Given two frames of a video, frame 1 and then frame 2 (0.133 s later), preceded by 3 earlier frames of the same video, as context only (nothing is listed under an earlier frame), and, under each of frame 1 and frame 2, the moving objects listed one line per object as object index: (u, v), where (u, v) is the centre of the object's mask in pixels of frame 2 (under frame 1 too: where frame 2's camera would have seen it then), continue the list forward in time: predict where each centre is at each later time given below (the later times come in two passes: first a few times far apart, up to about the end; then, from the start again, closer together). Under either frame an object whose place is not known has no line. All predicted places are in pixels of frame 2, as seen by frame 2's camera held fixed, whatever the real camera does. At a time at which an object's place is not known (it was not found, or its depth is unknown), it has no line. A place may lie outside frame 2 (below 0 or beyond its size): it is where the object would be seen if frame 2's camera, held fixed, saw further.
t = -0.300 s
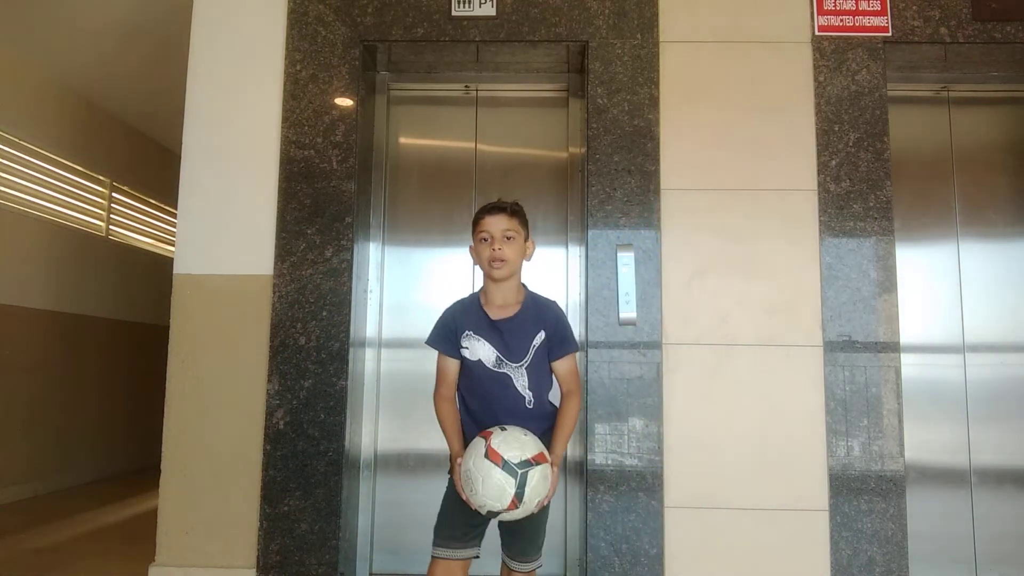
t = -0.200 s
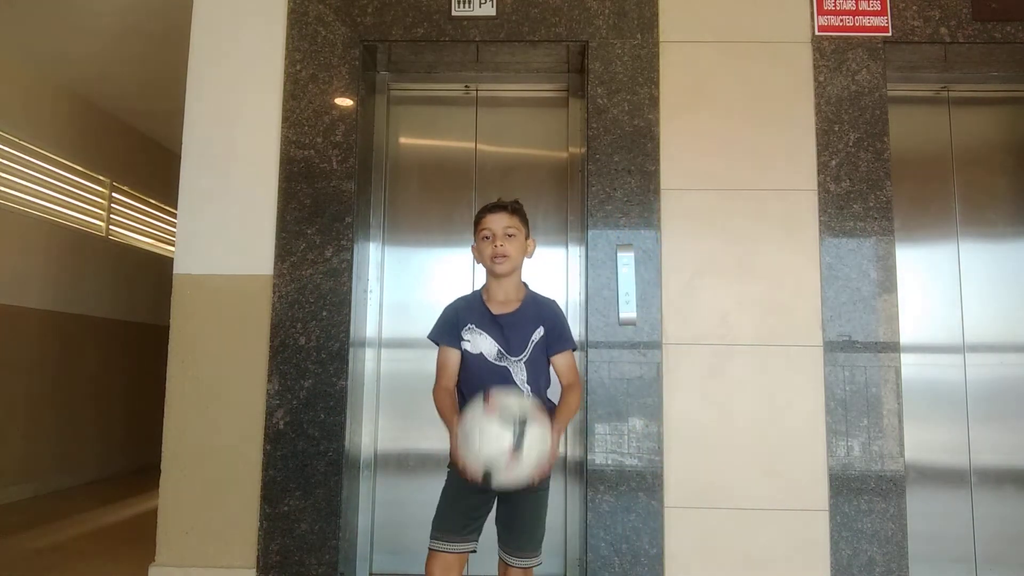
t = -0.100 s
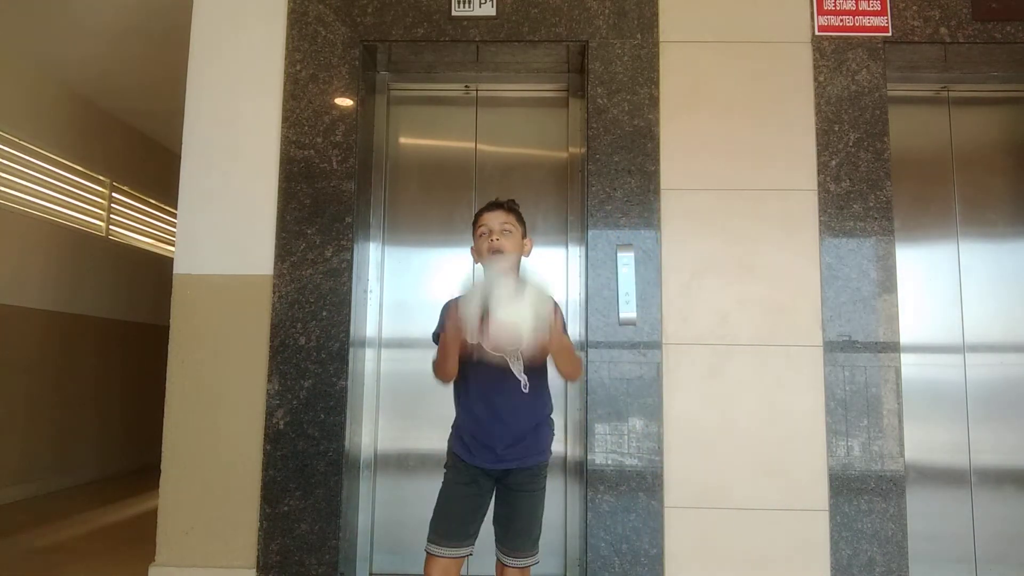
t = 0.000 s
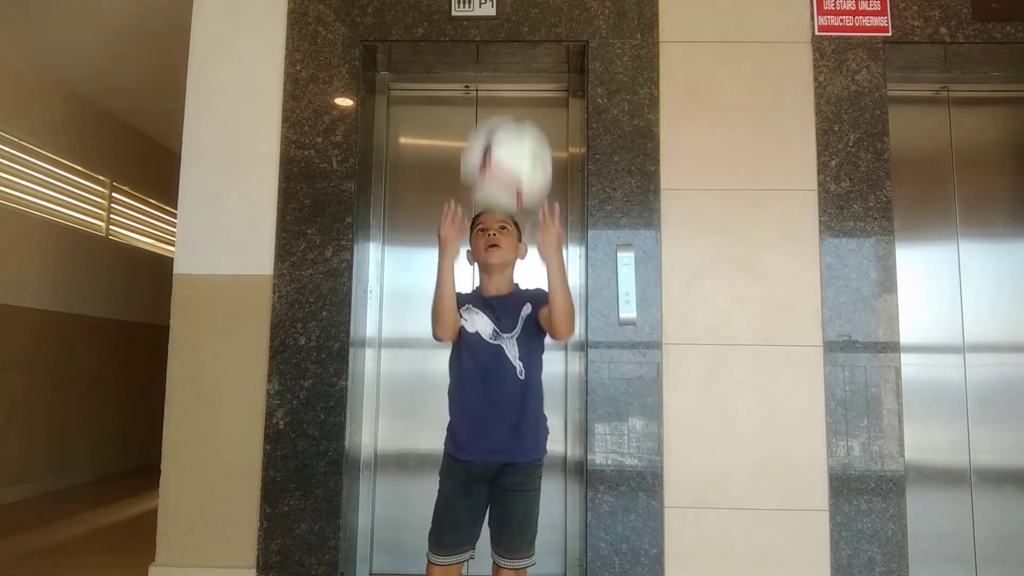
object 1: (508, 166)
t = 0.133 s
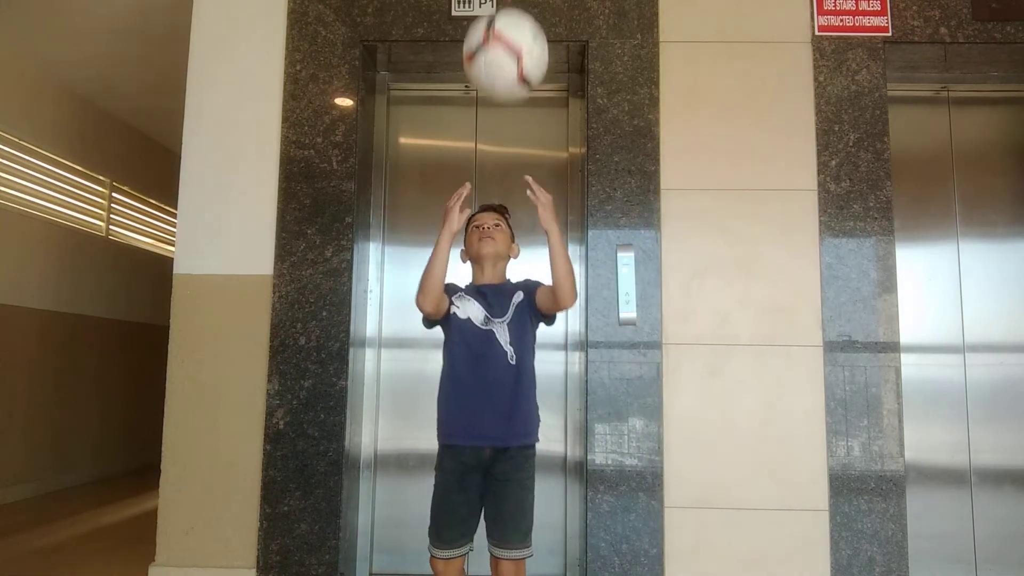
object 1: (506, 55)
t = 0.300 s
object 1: (503, 28)
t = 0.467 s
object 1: (500, 78)
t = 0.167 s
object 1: (505, 40)
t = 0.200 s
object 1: (505, 33)
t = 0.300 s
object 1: (503, 28)
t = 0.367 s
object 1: (502, 35)
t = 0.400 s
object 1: (502, 44)
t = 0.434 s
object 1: (501, 59)
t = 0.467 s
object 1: (500, 78)
